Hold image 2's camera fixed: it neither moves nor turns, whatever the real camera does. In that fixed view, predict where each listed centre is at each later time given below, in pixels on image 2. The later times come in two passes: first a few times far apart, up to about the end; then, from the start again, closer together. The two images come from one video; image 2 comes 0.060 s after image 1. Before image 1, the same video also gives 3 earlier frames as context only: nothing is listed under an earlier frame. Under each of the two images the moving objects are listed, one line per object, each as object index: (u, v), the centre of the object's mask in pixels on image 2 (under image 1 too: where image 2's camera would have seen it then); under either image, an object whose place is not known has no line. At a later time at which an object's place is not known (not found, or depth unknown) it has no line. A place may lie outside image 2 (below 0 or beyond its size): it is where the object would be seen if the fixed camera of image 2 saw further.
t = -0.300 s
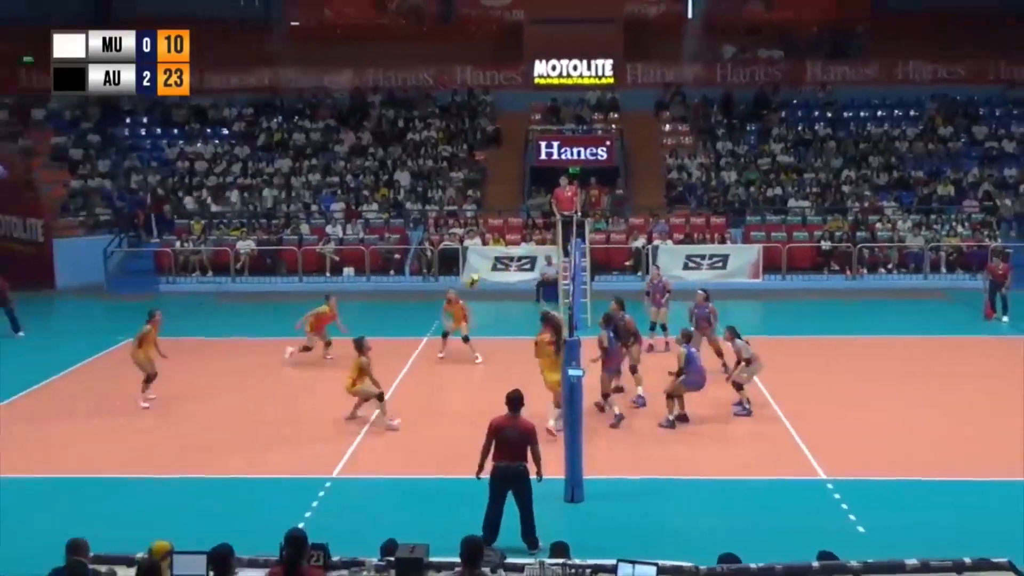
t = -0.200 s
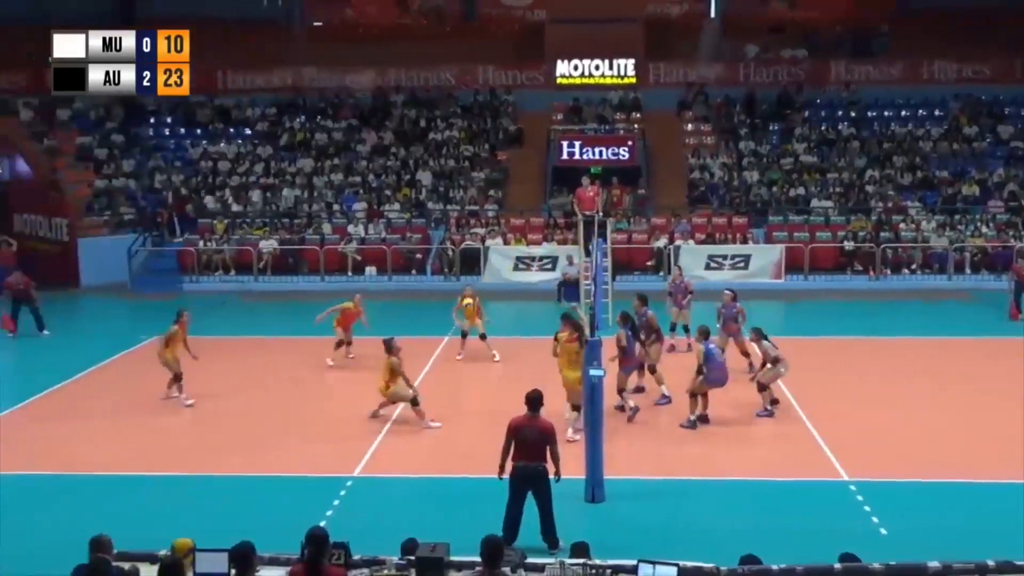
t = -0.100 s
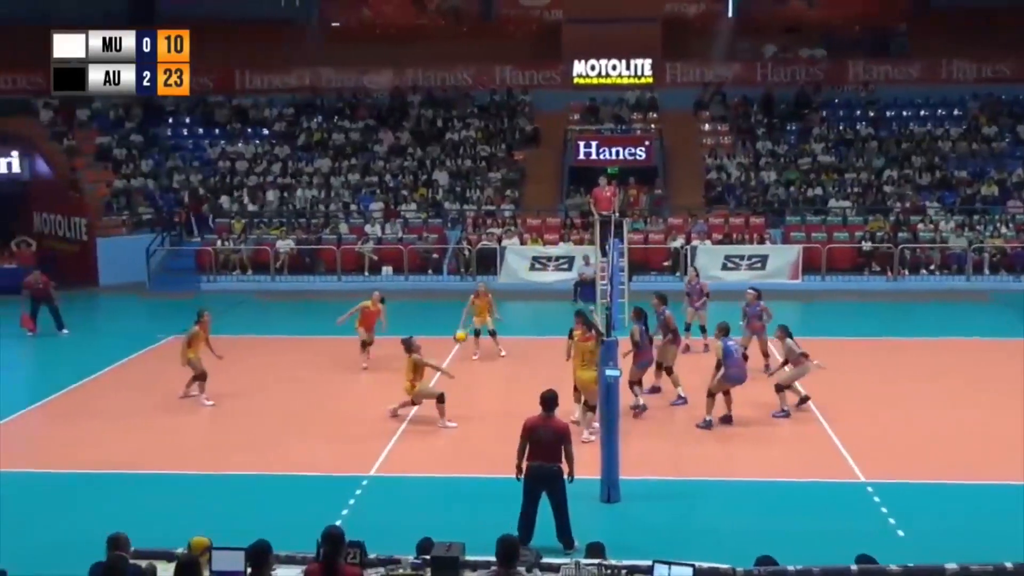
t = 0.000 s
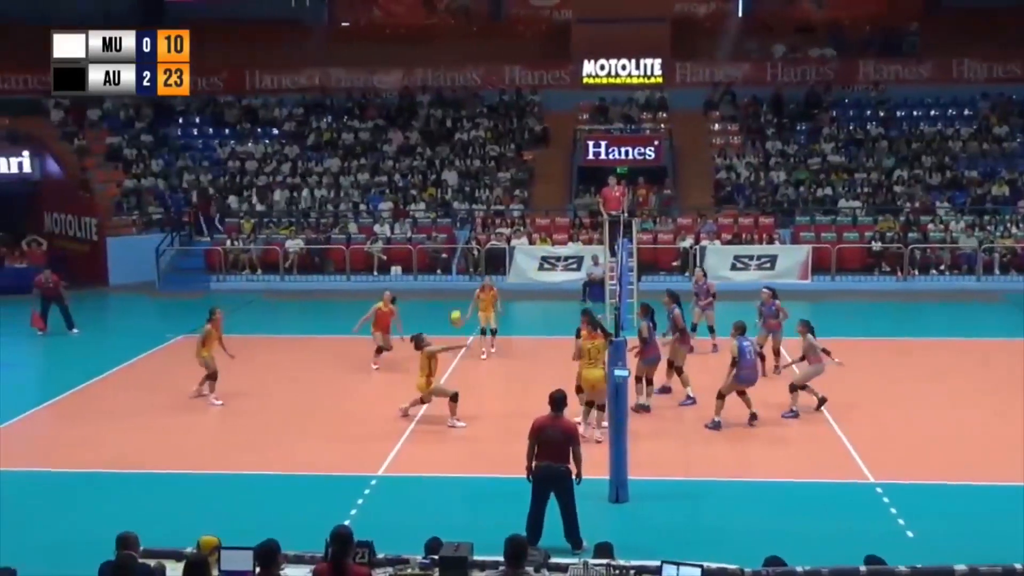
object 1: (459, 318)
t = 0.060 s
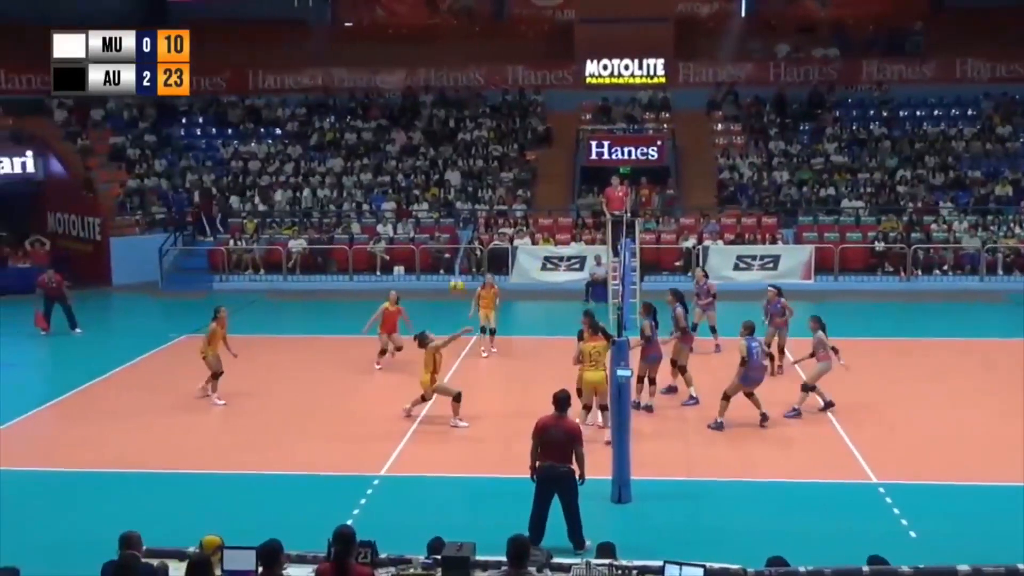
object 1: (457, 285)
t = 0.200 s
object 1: (452, 221)
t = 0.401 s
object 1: (445, 154)
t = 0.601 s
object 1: (439, 116)
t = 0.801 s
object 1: (434, 105)
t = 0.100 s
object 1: (454, 266)
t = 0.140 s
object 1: (452, 247)
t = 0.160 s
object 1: (452, 238)
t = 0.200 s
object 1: (452, 221)
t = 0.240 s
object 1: (450, 206)
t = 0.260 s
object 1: (450, 198)
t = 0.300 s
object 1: (448, 184)
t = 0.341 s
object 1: (447, 169)
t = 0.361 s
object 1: (445, 160)
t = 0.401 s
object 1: (445, 154)
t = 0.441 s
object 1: (443, 144)
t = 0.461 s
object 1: (442, 136)
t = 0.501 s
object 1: (441, 131)
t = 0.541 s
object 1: (440, 124)
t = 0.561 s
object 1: (439, 118)
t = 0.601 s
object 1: (439, 116)
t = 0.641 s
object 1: (438, 111)
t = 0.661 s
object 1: (437, 108)
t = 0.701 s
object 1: (436, 107)
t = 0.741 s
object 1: (435, 105)
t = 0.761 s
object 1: (434, 105)
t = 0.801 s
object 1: (434, 105)
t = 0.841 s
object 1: (433, 106)
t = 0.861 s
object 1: (432, 107)
